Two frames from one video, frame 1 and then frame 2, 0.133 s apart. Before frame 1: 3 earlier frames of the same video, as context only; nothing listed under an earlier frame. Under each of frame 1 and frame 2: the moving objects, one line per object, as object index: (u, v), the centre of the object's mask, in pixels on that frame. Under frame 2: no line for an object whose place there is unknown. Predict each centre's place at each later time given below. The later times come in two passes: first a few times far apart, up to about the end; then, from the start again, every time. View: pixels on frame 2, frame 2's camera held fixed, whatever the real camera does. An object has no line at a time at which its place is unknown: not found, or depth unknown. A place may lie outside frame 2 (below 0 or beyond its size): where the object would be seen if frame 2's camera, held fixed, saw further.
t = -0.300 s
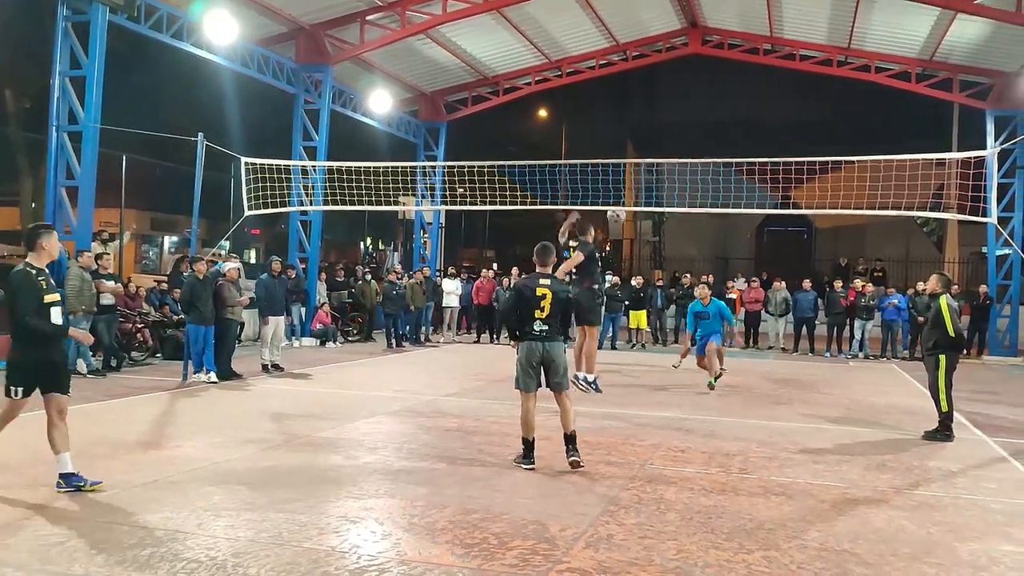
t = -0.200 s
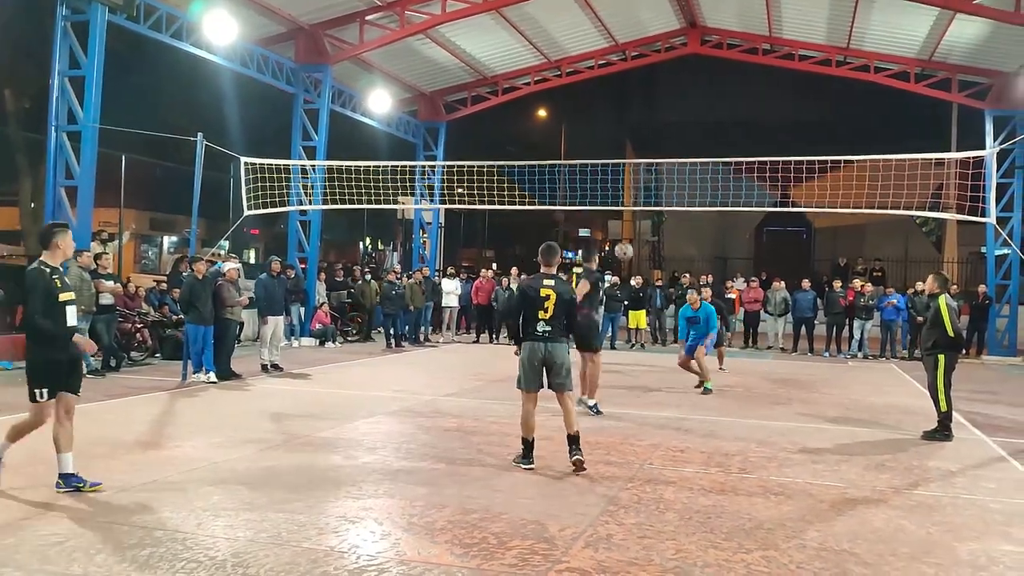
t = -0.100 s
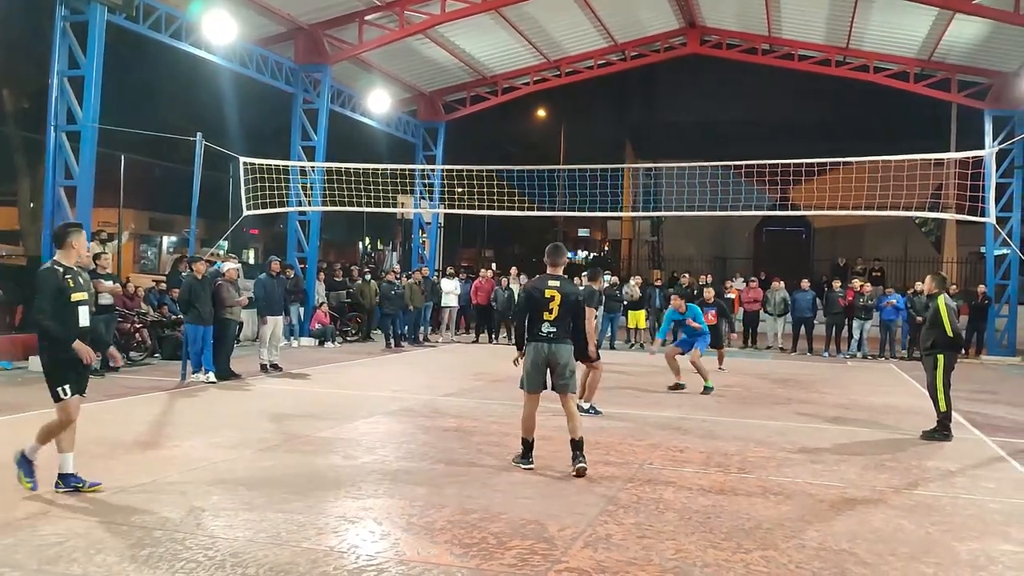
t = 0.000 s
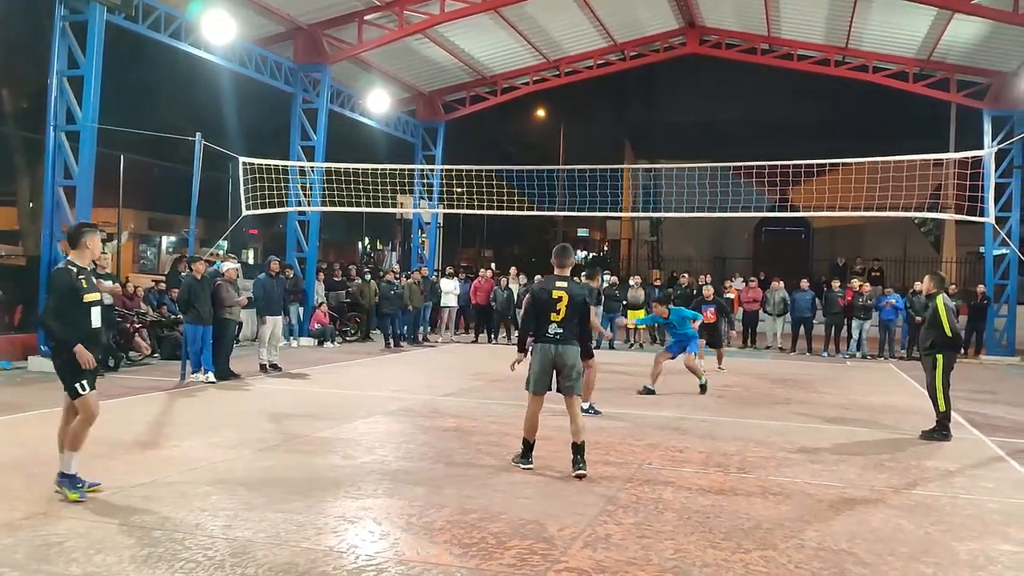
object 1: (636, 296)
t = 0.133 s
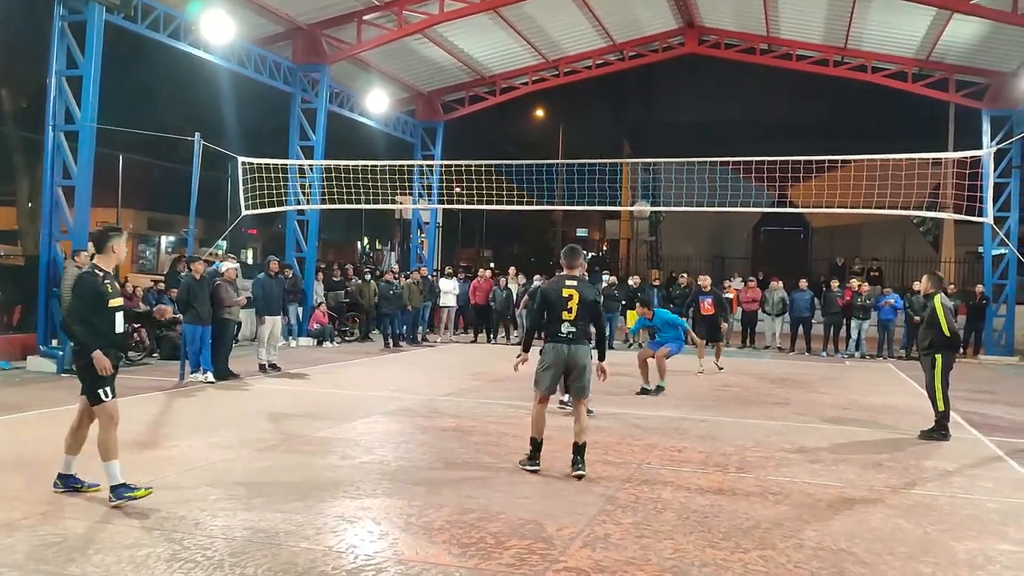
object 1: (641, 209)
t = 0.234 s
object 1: (646, 168)
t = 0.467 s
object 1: (655, 100)
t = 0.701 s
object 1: (663, 73)
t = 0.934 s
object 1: (670, 86)
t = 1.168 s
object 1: (675, 139)
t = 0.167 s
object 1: (643, 195)
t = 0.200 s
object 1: (645, 181)
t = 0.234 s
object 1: (646, 168)
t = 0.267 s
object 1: (647, 155)
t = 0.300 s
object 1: (649, 144)
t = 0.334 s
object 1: (650, 134)
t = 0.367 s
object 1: (651, 124)
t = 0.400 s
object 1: (653, 115)
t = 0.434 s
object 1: (654, 107)
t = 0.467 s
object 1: (655, 100)
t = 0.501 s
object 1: (657, 94)
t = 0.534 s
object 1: (658, 88)
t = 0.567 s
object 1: (659, 84)
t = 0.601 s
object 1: (660, 80)
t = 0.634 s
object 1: (661, 77)
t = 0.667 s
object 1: (662, 75)
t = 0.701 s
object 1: (663, 73)
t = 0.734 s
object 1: (665, 72)
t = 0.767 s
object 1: (665, 73)
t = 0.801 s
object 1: (666, 74)
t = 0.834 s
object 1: (667, 76)
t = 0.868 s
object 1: (668, 78)
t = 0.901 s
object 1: (669, 82)
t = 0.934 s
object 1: (670, 86)
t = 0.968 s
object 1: (671, 92)
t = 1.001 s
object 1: (671, 97)
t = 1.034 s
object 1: (672, 104)
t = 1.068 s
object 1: (673, 111)
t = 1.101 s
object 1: (673, 120)
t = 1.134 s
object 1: (674, 129)
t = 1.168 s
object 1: (675, 139)
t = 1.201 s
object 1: (675, 150)
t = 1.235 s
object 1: (676, 161)
